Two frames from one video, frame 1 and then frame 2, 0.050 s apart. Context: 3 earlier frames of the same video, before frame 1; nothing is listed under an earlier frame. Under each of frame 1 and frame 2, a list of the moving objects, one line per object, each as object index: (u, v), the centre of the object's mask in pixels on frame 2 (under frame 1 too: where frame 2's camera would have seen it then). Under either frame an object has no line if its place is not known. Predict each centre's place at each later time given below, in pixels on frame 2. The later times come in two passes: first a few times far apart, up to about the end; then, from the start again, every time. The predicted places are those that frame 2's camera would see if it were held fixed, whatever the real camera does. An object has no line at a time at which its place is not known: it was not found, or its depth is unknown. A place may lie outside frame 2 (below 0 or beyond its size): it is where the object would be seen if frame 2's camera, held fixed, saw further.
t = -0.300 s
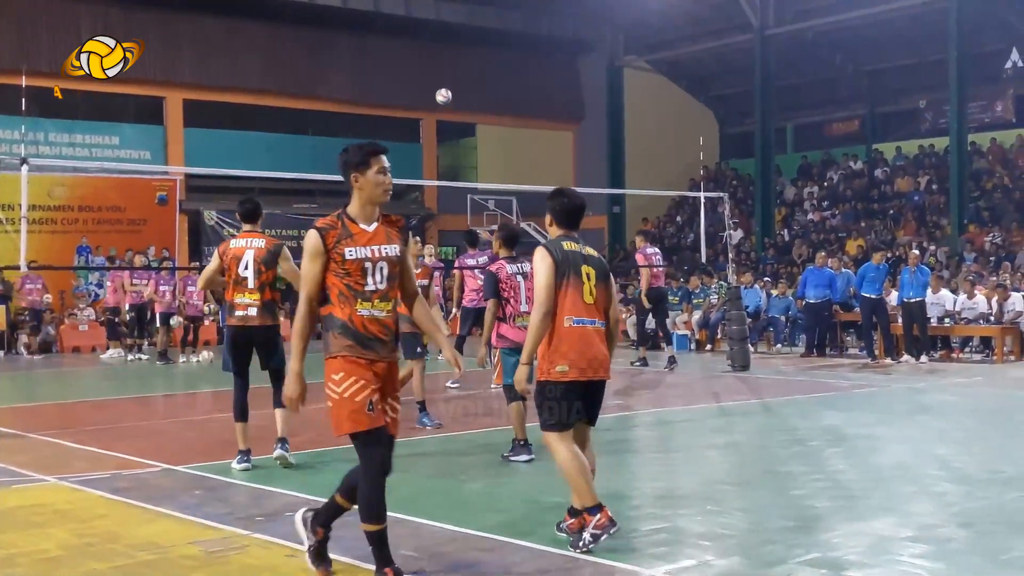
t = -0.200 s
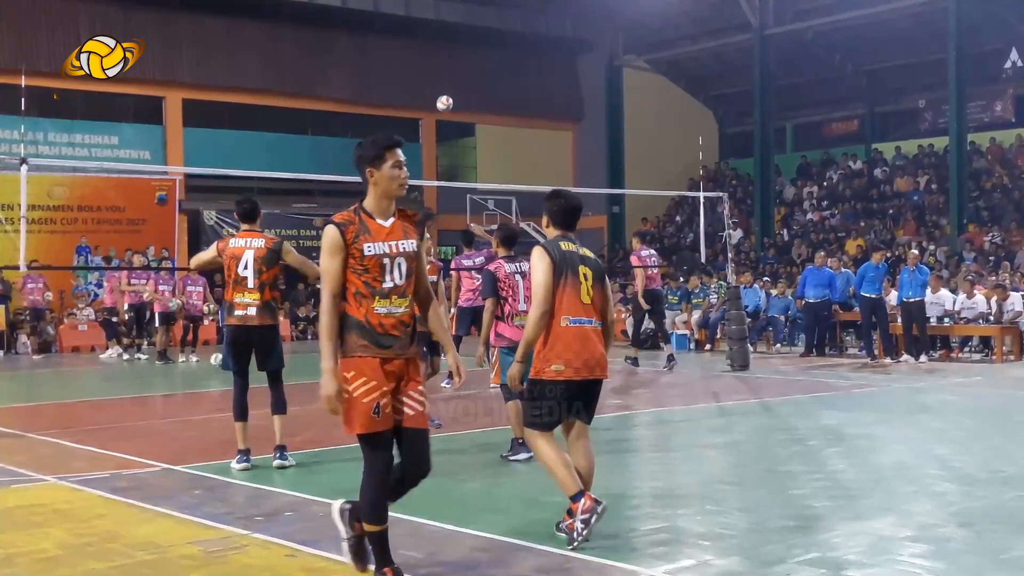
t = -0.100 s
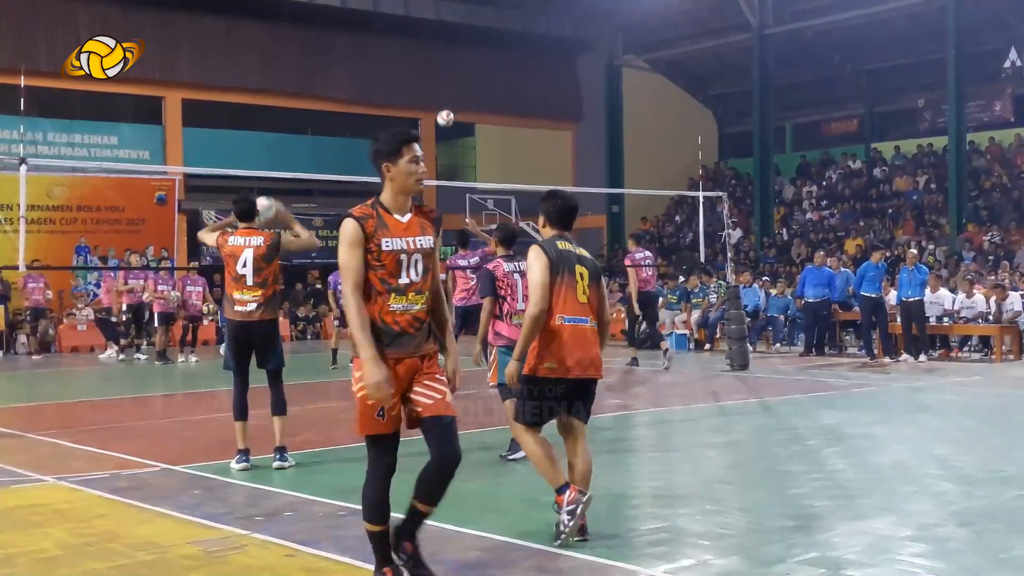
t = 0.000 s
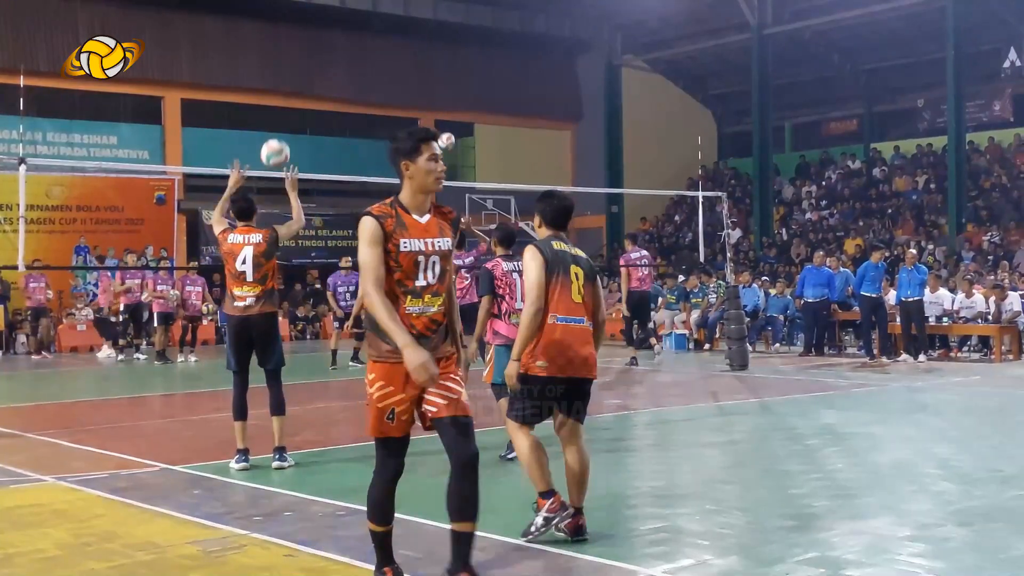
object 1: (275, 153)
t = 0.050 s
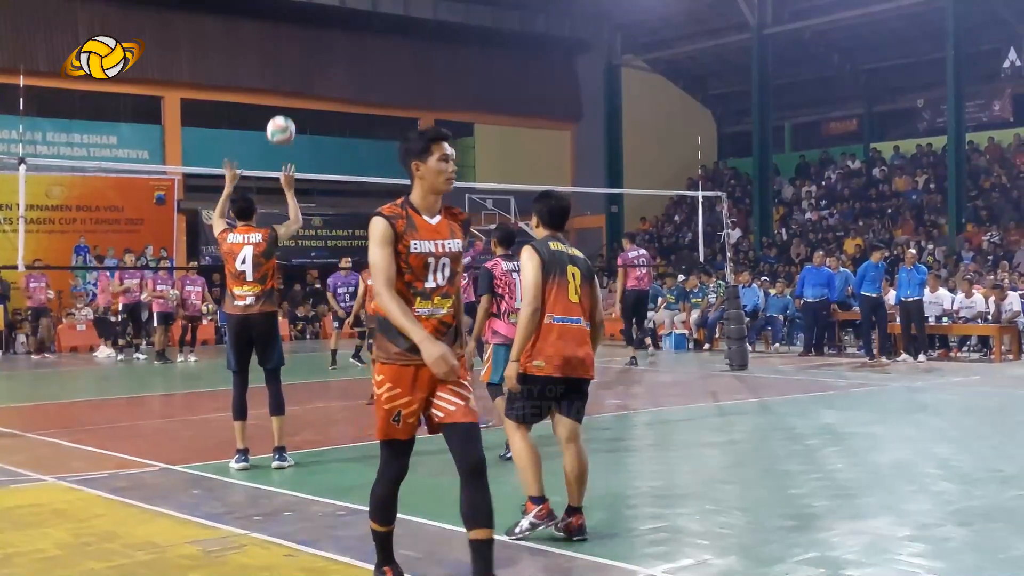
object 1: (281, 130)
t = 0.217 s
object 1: (298, 80)
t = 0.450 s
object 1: (319, 70)
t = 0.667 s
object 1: (337, 111)
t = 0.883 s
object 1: (353, 192)
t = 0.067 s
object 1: (282, 123)
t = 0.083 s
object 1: (284, 117)
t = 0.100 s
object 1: (286, 111)
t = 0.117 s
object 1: (288, 105)
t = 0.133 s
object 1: (290, 100)
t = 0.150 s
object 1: (292, 95)
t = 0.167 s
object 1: (293, 90)
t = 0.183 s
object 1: (295, 86)
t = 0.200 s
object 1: (296, 83)
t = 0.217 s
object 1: (298, 80)
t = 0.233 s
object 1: (300, 77)
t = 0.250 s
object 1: (301, 75)
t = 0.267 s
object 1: (303, 72)
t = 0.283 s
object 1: (304, 70)
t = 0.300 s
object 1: (306, 69)
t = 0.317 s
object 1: (307, 68)
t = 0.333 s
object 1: (309, 67)
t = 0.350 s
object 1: (310, 66)
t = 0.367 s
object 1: (311, 66)
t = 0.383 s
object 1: (313, 66)
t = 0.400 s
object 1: (314, 67)
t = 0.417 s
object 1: (316, 67)
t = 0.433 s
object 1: (318, 69)
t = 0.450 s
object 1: (319, 70)
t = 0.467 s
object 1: (320, 71)
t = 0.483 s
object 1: (322, 73)
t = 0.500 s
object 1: (323, 75)
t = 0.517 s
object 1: (325, 78)
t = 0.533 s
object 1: (326, 80)
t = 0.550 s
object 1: (328, 83)
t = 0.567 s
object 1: (329, 86)
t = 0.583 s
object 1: (330, 90)
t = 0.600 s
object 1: (332, 93)
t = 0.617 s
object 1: (333, 97)
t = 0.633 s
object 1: (334, 102)
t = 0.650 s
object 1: (336, 106)
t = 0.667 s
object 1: (337, 111)
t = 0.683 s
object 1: (339, 116)
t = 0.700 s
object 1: (340, 122)
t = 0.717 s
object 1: (341, 126)
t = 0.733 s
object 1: (342, 132)
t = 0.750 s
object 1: (344, 138)
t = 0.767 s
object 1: (345, 144)
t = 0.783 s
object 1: (346, 150)
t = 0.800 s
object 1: (347, 156)
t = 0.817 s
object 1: (349, 163)
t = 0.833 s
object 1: (350, 169)
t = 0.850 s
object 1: (351, 177)
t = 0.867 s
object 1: (352, 185)
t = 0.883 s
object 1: (353, 192)
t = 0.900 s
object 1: (354, 199)
